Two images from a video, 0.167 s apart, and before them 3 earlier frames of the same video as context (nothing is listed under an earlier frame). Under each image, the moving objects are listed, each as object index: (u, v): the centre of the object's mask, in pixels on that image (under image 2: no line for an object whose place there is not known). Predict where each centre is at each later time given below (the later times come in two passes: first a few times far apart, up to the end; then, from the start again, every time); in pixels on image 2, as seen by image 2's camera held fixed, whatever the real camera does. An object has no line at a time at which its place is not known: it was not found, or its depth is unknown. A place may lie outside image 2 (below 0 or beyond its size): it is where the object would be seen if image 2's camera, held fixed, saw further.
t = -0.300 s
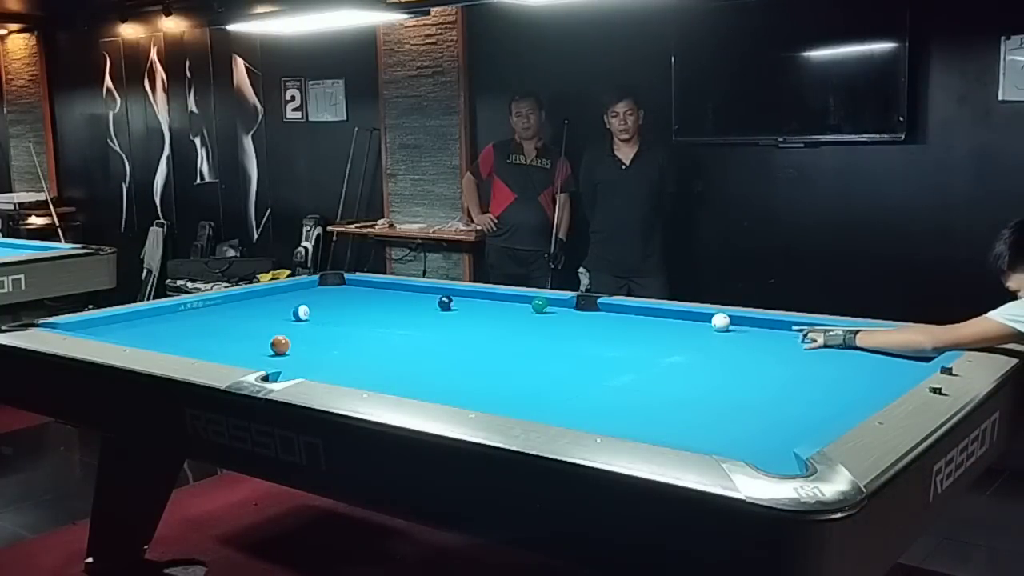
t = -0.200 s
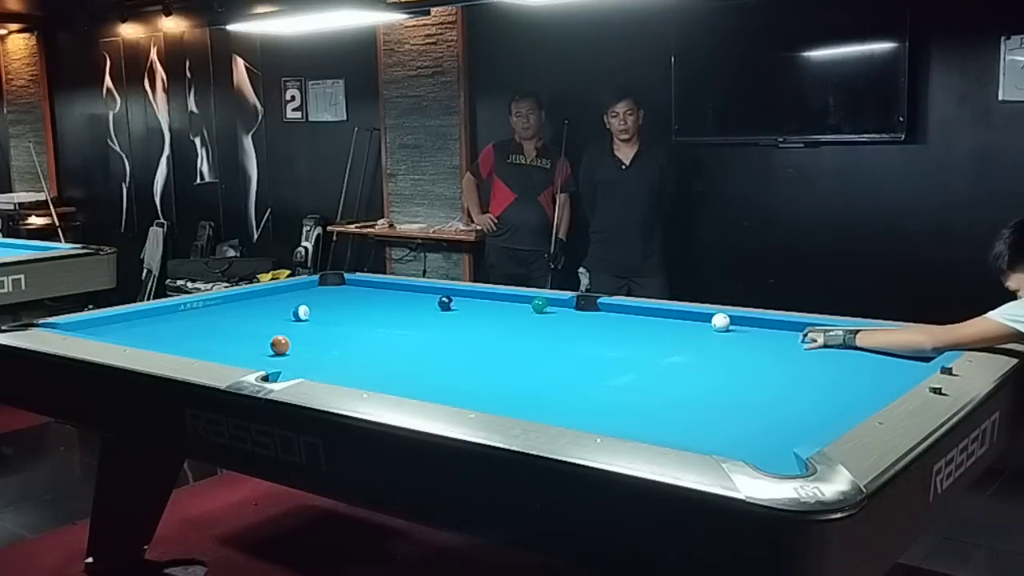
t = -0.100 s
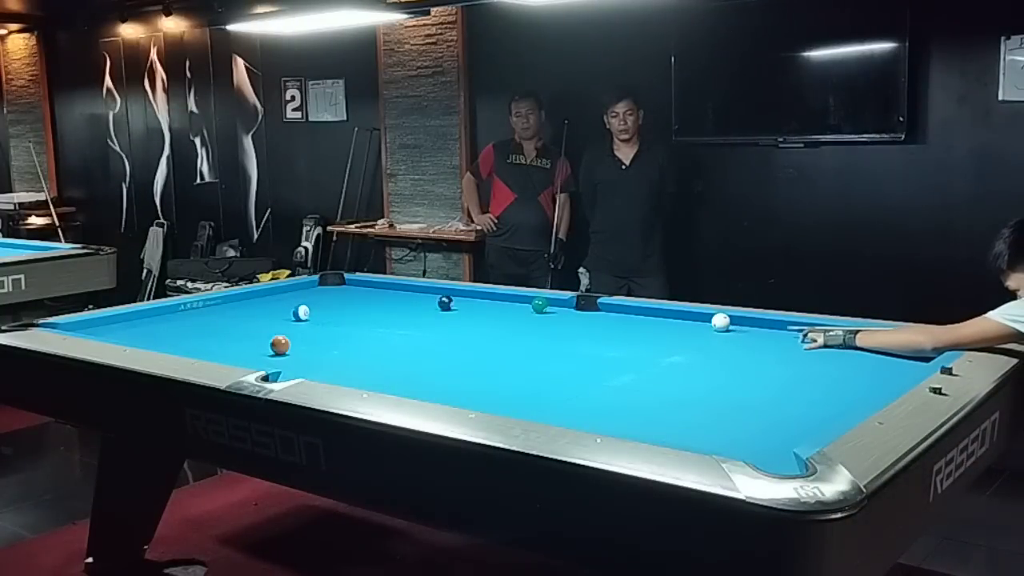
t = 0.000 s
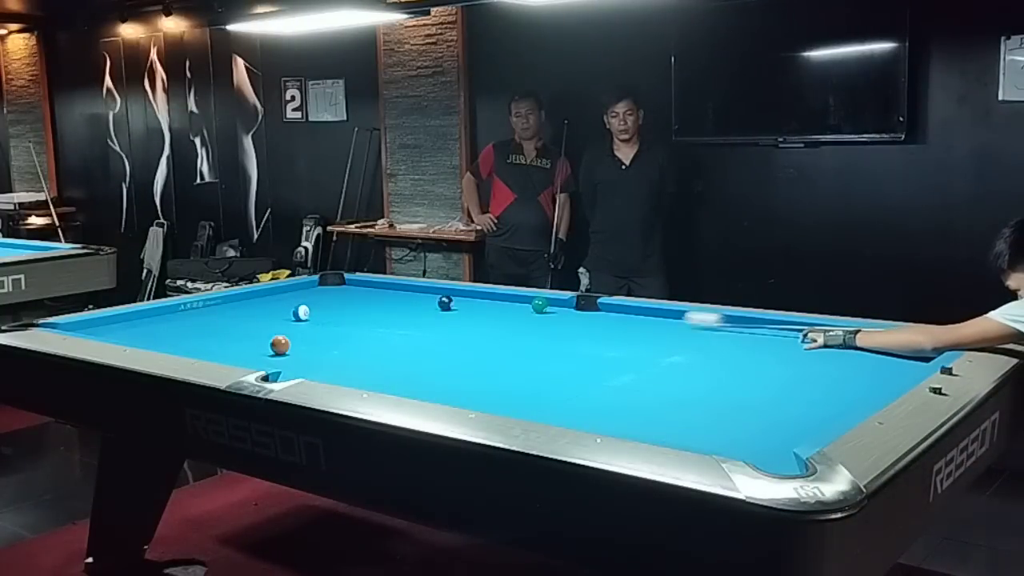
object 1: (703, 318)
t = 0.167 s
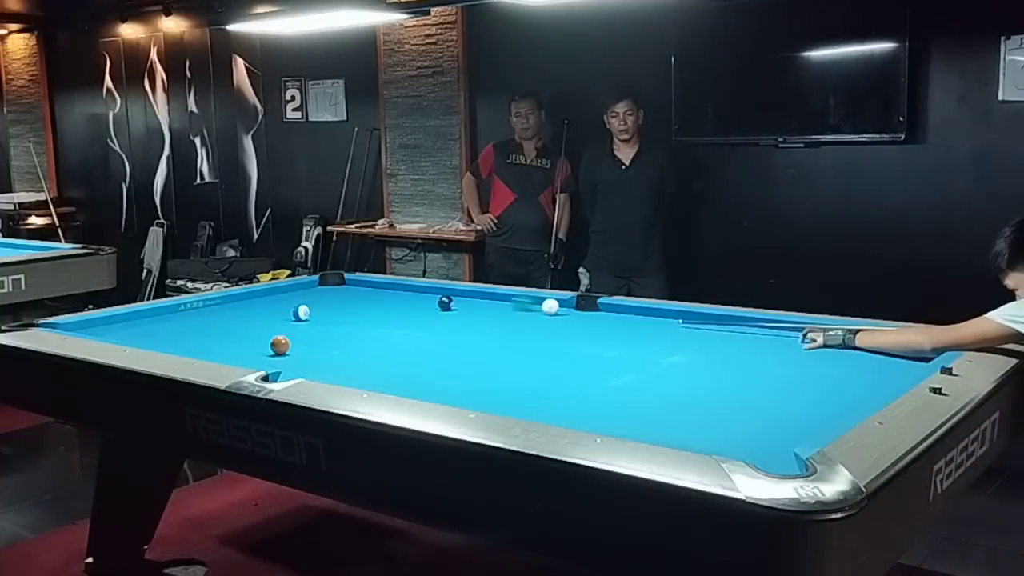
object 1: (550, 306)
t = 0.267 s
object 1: (545, 308)
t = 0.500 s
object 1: (537, 311)
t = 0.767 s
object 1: (527, 314)
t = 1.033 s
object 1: (518, 317)
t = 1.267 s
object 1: (511, 320)
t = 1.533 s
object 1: (504, 323)
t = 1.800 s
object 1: (497, 325)
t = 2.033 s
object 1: (492, 327)
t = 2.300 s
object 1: (486, 329)
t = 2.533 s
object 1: (482, 331)
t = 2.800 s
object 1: (478, 332)
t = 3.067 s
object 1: (476, 333)
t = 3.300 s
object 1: (474, 334)
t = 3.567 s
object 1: (474, 334)
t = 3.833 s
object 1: (474, 334)
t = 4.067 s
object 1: (474, 334)
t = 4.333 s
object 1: (474, 334)
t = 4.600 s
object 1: (474, 334)
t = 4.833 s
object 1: (474, 334)
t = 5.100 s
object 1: (474, 334)
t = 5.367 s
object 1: (474, 334)
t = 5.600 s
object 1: (474, 334)
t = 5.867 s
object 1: (474, 334)
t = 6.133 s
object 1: (474, 334)
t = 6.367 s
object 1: (474, 334)
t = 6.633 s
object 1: (474, 334)
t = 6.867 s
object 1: (474, 334)
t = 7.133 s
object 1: (474, 334)
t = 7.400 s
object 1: (474, 334)
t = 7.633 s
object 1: (474, 334)
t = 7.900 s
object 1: (474, 334)
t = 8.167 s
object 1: (474, 334)
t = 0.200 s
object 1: (548, 307)
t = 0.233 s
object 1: (547, 307)
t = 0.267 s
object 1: (545, 308)
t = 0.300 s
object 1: (544, 308)
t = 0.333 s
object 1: (543, 309)
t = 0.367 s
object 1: (541, 309)
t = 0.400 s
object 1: (540, 310)
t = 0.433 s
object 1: (539, 310)
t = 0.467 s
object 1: (538, 311)
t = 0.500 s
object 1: (537, 311)
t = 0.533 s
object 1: (535, 312)
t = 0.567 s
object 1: (534, 312)
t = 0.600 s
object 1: (533, 312)
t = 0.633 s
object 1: (532, 313)
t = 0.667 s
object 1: (531, 313)
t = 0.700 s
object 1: (529, 313)
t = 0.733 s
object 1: (528, 314)
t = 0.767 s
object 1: (527, 314)
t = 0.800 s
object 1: (526, 315)
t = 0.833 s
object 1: (525, 315)
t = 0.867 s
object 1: (524, 315)
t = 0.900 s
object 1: (523, 316)
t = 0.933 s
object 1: (521, 316)
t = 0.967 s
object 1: (520, 317)
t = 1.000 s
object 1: (519, 317)
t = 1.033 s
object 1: (518, 317)
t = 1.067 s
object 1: (517, 317)
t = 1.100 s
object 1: (516, 318)
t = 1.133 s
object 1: (515, 318)
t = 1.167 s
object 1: (514, 319)
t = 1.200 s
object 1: (513, 319)
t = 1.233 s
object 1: (512, 320)
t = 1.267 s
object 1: (511, 320)
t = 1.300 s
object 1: (510, 320)
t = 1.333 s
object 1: (509, 321)
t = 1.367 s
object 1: (508, 321)
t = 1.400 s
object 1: (507, 321)
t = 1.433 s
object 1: (506, 322)
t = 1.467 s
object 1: (506, 322)
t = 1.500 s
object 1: (504, 322)
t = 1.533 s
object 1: (504, 323)
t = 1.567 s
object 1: (503, 323)
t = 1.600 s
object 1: (502, 323)
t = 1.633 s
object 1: (501, 324)
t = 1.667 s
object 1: (500, 324)
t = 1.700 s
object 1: (499, 325)
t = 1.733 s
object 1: (498, 325)
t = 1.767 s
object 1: (498, 325)
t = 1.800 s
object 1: (497, 325)
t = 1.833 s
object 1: (496, 326)
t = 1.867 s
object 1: (495, 326)
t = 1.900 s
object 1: (494, 326)
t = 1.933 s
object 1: (494, 327)
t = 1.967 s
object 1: (493, 327)
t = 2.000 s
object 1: (492, 327)
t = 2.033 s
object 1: (492, 327)
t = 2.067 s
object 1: (491, 328)
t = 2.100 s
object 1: (490, 328)
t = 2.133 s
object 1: (489, 328)
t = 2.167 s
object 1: (489, 328)
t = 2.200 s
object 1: (488, 328)
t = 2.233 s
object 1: (487, 328)
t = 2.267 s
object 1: (487, 329)
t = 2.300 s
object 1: (486, 329)
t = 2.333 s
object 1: (486, 329)
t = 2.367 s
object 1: (485, 329)
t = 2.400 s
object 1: (484, 330)
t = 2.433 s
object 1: (484, 330)
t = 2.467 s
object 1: (483, 330)
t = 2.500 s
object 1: (483, 330)
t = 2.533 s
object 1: (482, 331)
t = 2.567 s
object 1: (482, 331)
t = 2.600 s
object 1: (481, 331)
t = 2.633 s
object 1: (481, 331)
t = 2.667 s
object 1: (480, 331)
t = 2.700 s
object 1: (480, 331)
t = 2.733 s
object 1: (479, 331)
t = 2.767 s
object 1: (479, 332)
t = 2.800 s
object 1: (478, 332)
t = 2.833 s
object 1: (478, 332)
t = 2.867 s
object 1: (478, 332)
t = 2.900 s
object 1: (477, 332)
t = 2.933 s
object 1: (477, 332)
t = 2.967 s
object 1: (477, 332)
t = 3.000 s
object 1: (476, 333)
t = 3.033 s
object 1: (476, 333)
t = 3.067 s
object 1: (476, 333)
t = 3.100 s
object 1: (475, 333)
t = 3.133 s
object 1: (475, 333)
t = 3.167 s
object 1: (475, 333)
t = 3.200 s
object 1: (475, 333)
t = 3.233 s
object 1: (475, 333)
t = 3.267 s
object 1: (474, 333)
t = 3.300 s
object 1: (474, 334)
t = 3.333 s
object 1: (474, 334)
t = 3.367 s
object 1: (474, 334)
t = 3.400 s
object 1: (474, 334)
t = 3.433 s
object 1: (474, 334)
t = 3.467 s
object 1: (474, 334)
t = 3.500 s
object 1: (474, 334)
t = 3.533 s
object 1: (474, 334)
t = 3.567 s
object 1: (474, 334)
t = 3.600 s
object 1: (474, 334)
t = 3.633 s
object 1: (474, 334)
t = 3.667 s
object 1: (474, 334)
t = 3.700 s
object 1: (474, 334)
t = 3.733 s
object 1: (474, 334)
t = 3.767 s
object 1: (474, 334)
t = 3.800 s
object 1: (474, 334)
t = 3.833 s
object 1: (474, 334)
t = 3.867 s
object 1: (474, 334)
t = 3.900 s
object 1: (474, 334)
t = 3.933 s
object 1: (474, 334)
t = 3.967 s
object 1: (474, 334)
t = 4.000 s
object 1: (474, 334)
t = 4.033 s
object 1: (474, 334)
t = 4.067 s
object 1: (474, 334)
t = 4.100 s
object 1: (474, 334)
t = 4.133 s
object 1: (474, 334)
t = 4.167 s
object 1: (474, 334)
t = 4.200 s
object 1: (474, 334)
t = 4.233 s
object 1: (474, 334)
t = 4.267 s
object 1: (474, 334)
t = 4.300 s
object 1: (474, 334)
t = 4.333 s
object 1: (474, 334)
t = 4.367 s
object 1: (474, 334)
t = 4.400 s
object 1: (474, 334)
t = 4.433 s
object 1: (474, 334)
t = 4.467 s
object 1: (474, 334)
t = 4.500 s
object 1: (474, 334)
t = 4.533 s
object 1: (474, 334)
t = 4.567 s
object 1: (474, 334)
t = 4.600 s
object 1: (474, 334)
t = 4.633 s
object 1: (474, 334)
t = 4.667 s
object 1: (474, 334)
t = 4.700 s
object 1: (474, 334)
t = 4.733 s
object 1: (474, 334)
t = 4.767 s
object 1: (474, 334)
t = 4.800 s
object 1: (474, 334)
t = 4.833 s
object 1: (474, 334)
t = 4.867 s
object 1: (474, 334)
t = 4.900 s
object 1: (474, 334)
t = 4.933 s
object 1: (474, 334)
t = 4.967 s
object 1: (474, 334)
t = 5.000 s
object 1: (474, 334)
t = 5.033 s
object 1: (474, 334)
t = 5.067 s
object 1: (474, 334)
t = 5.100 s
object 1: (474, 334)
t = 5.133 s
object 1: (474, 334)
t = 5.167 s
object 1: (474, 334)
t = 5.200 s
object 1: (474, 334)
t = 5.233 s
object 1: (474, 334)
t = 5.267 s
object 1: (474, 334)
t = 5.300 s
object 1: (474, 334)
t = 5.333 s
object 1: (474, 334)
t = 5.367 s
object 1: (474, 334)
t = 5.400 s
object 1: (474, 334)
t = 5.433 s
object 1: (474, 334)
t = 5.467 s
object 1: (474, 334)
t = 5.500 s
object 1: (474, 334)
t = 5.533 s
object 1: (474, 334)
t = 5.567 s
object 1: (474, 334)
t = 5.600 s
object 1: (474, 334)
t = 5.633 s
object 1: (474, 334)
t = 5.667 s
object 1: (474, 334)
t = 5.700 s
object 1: (474, 334)
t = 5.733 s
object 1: (474, 334)
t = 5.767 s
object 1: (474, 334)
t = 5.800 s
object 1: (474, 334)
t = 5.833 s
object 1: (474, 334)
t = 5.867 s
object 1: (474, 334)
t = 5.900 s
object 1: (474, 334)
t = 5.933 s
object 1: (474, 334)
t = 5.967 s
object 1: (474, 334)
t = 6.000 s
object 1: (474, 334)
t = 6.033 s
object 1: (474, 334)
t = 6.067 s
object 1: (474, 334)
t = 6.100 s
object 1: (474, 334)
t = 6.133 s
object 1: (474, 334)
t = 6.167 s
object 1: (474, 334)
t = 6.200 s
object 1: (474, 334)
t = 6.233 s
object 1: (474, 334)
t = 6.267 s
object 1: (474, 334)
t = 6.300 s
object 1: (474, 334)
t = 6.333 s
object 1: (474, 334)
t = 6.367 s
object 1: (474, 334)
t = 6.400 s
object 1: (474, 334)
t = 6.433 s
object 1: (474, 334)
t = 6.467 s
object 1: (474, 334)
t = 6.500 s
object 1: (474, 334)
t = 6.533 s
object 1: (474, 334)
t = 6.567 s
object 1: (474, 334)
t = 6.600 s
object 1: (474, 334)
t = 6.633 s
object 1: (474, 334)
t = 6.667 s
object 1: (474, 334)
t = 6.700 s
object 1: (474, 334)
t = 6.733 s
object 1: (474, 334)
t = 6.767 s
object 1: (474, 334)
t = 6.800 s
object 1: (474, 334)
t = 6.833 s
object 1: (474, 334)
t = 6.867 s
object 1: (474, 334)
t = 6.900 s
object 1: (474, 334)
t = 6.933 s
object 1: (474, 334)
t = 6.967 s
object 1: (474, 334)
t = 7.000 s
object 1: (474, 334)
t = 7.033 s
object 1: (474, 334)
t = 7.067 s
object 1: (474, 334)
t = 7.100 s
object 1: (474, 334)
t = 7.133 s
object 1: (474, 334)
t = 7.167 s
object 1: (474, 334)
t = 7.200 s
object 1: (474, 334)
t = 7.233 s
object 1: (474, 334)
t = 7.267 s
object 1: (474, 334)
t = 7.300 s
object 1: (474, 334)
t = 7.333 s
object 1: (474, 334)
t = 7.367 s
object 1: (474, 334)
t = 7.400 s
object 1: (474, 334)
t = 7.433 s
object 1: (474, 334)
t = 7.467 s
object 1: (474, 334)
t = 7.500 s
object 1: (474, 334)
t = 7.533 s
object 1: (474, 334)
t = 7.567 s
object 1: (474, 334)
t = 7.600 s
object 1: (474, 334)
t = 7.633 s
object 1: (474, 334)
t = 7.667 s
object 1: (474, 334)
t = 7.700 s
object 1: (474, 334)
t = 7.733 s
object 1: (474, 334)
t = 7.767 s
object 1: (474, 334)
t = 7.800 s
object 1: (474, 334)
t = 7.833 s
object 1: (474, 334)
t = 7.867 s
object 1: (474, 334)
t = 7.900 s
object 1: (474, 334)
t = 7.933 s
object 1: (474, 334)
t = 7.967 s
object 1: (474, 334)
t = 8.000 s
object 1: (474, 334)
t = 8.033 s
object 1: (474, 334)
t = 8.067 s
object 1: (474, 334)
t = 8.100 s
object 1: (474, 334)
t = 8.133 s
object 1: (474, 334)
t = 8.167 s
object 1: (474, 334)
